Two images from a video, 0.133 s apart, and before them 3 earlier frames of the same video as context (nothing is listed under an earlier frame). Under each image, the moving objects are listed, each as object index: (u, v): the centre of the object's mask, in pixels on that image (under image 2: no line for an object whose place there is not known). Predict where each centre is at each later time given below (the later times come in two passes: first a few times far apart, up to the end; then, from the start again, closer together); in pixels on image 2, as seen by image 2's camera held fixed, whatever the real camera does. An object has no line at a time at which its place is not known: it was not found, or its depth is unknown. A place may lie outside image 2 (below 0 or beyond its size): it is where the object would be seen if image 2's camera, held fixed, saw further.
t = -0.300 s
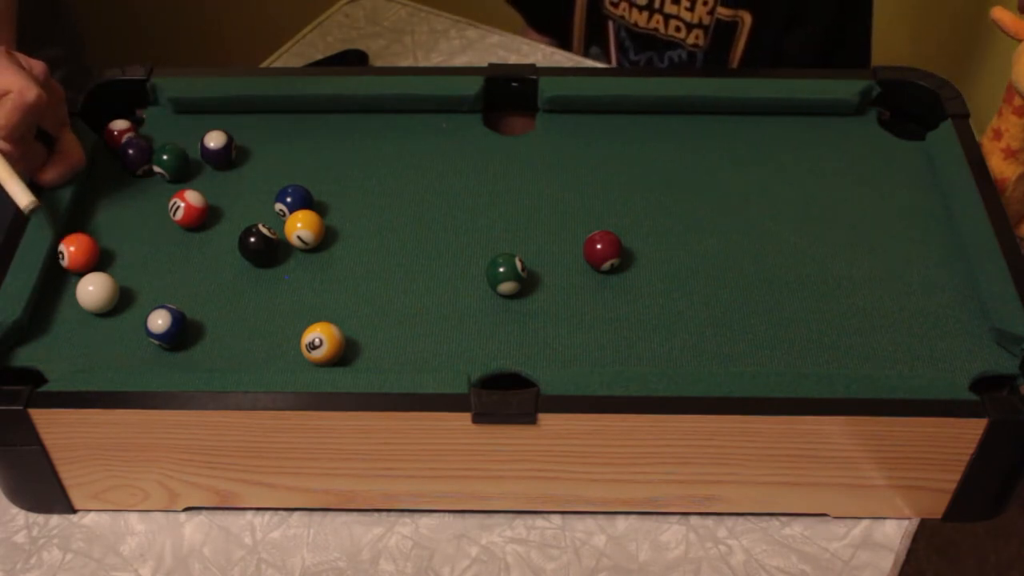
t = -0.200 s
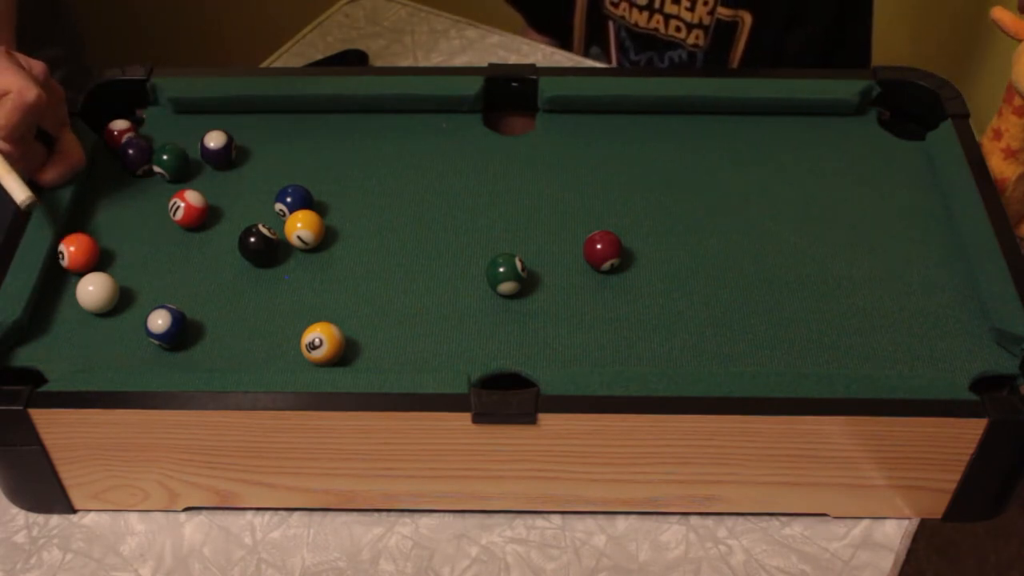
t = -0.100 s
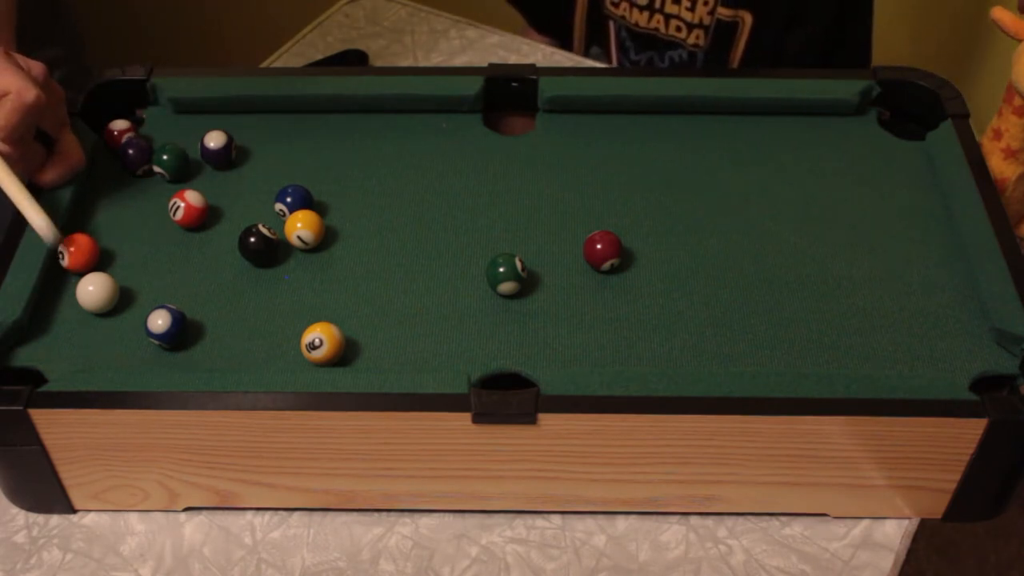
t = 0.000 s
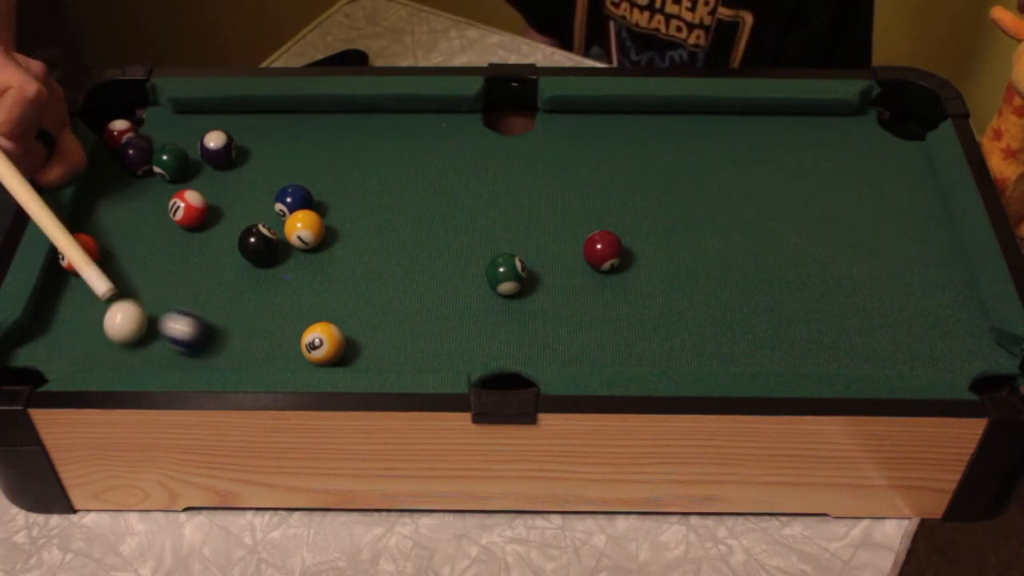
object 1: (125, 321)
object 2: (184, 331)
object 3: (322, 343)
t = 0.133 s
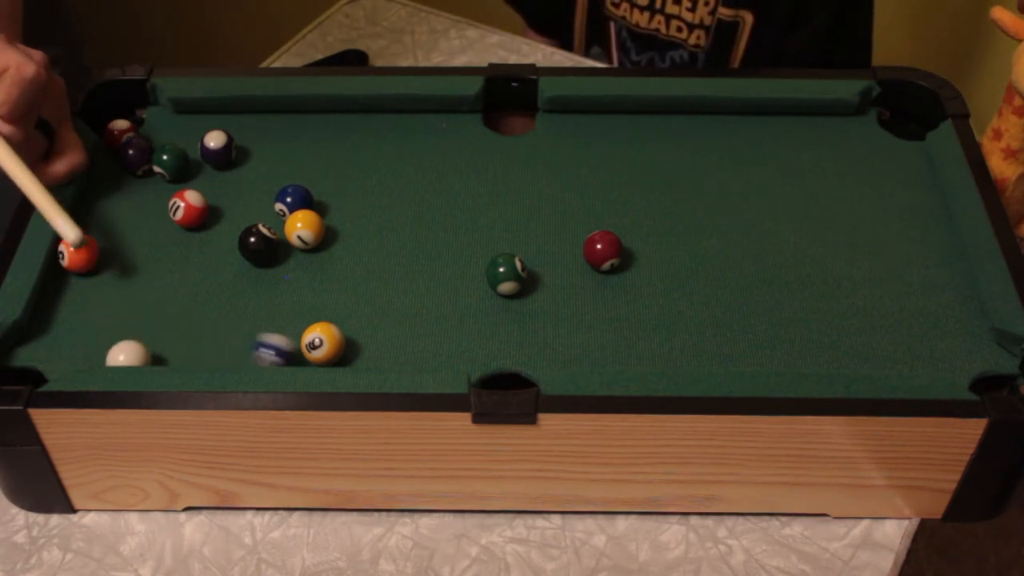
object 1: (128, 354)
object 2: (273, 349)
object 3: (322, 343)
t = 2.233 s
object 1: (153, 333)
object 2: (349, 327)
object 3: (442, 298)
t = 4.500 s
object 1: (153, 333)
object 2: (349, 326)
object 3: (442, 298)
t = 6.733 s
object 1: (153, 333)
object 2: (349, 326)
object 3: (442, 298)
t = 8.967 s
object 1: (153, 333)
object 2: (349, 326)
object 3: (442, 298)
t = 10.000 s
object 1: (153, 333)
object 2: (349, 326)
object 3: (442, 298)
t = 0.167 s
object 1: (131, 353)
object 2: (285, 355)
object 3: (330, 341)
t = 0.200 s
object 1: (134, 351)
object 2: (291, 354)
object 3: (341, 338)
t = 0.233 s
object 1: (137, 350)
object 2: (297, 354)
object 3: (350, 335)
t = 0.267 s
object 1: (139, 348)
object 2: (301, 352)
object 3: (359, 333)
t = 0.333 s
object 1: (143, 344)
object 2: (311, 349)
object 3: (376, 328)
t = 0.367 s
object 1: (145, 342)
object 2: (315, 347)
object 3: (384, 326)
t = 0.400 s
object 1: (147, 341)
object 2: (319, 345)
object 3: (391, 324)
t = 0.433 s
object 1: (148, 340)
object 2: (323, 342)
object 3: (398, 322)
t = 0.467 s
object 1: (149, 339)
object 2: (328, 342)
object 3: (404, 321)
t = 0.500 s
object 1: (149, 338)
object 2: (331, 340)
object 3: (409, 319)
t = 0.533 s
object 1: (150, 337)
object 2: (334, 338)
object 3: (413, 317)
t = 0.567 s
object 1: (151, 336)
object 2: (336, 336)
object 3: (417, 315)
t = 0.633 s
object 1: (152, 334)
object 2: (341, 332)
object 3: (425, 310)
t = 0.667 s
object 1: (153, 333)
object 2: (343, 331)
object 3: (428, 308)
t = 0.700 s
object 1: (153, 333)
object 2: (345, 330)
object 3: (430, 307)
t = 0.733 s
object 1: (153, 333)
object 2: (346, 329)
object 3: (432, 305)
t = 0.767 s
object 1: (153, 333)
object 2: (347, 328)
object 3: (434, 304)
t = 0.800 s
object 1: (153, 333)
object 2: (347, 327)
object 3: (436, 303)
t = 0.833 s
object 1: (153, 333)
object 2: (347, 326)
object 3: (438, 302)
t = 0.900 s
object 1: (153, 333)
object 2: (349, 326)
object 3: (440, 301)
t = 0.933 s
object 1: (153, 333)
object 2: (349, 326)
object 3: (441, 300)
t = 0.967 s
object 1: (153, 333)
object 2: (349, 326)
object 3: (441, 299)
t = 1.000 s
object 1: (153, 333)
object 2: (349, 326)
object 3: (442, 299)
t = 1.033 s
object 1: (153, 333)
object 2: (349, 326)
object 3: (442, 298)
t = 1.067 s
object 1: (153, 333)
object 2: (349, 326)
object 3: (442, 298)
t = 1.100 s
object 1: (153, 333)
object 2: (349, 326)
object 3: (442, 298)
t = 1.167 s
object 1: (153, 333)
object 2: (349, 326)
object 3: (442, 298)
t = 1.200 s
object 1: (153, 333)
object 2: (348, 326)
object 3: (442, 298)
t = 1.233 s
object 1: (153, 333)
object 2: (349, 326)
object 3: (442, 298)
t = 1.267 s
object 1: (153, 333)
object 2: (349, 326)
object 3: (442, 298)
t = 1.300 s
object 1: (153, 333)
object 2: (349, 326)
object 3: (442, 298)
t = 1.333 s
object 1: (153, 333)
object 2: (348, 326)
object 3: (442, 298)
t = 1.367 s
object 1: (153, 333)
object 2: (348, 326)
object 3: (442, 298)
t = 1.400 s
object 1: (153, 333)
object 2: (348, 326)
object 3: (442, 298)
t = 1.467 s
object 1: (153, 333)
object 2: (348, 326)
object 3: (442, 298)
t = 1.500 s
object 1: (153, 333)
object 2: (349, 327)
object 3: (442, 298)
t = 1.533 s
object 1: (153, 333)
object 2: (349, 326)
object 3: (442, 298)
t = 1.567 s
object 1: (153, 333)
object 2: (348, 326)
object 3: (442, 298)
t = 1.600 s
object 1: (153, 333)
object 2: (349, 327)
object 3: (442, 298)
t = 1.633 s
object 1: (153, 333)
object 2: (349, 327)
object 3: (442, 298)
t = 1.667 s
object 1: (153, 333)
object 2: (348, 326)
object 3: (442, 298)
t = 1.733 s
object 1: (153, 333)
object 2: (349, 327)
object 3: (442, 298)
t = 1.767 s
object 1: (153, 333)
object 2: (349, 327)
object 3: (442, 298)
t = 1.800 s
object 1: (153, 333)
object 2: (349, 327)
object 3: (442, 298)
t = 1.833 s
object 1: (153, 333)
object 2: (348, 326)
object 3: (442, 298)
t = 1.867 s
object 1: (153, 333)
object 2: (349, 327)
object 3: (442, 298)
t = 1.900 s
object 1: (153, 333)
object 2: (348, 326)
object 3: (442, 298)
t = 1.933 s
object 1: (153, 333)
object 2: (348, 326)
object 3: (442, 298)
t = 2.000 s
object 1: (153, 333)
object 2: (349, 327)
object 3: (442, 298)
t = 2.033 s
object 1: (153, 333)
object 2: (349, 327)
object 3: (442, 298)
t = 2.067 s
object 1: (153, 333)
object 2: (348, 326)
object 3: (442, 298)
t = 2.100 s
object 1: (153, 333)
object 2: (349, 327)
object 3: (442, 298)
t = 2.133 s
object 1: (153, 333)
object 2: (348, 326)
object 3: (442, 298)
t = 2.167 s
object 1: (153, 333)
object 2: (349, 327)
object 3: (442, 298)
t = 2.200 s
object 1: (153, 333)
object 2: (348, 326)
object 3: (442, 298)
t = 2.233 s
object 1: (153, 333)
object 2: (349, 327)
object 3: (442, 298)
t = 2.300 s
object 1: (153, 333)
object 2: (349, 327)
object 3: (442, 298)
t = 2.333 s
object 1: (153, 333)
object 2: (349, 327)
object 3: (442, 298)
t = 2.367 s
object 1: (153, 333)
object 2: (348, 326)
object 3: (442, 298)
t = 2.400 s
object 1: (153, 333)
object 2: (349, 327)
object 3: (442, 298)
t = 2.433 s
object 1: (153, 333)
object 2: (348, 326)
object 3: (442, 298)
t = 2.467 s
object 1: (153, 333)
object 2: (349, 327)
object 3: (442, 298)
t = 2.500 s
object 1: (153, 333)
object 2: (349, 327)
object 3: (442, 298)
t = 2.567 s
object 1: (153, 333)
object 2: (349, 327)
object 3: (442, 298)
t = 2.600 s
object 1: (153, 333)
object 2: (348, 326)
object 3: (442, 298)
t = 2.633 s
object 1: (153, 333)
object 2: (349, 327)
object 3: (442, 298)
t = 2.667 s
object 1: (153, 333)
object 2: (348, 326)
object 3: (442, 298)
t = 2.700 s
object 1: (153, 333)
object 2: (349, 327)
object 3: (442, 298)
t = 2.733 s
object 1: (153, 333)
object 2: (348, 326)
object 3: (442, 298)
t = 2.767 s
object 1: (153, 333)
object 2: (349, 327)
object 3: (442, 298)
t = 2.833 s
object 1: (153, 333)
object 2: (348, 326)
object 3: (442, 298)
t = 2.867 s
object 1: (153, 333)
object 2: (349, 327)
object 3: (442, 298)
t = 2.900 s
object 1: (153, 333)
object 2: (348, 326)
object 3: (442, 298)
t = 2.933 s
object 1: (153, 333)
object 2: (349, 327)
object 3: (442, 298)
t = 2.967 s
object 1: (153, 333)
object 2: (349, 327)
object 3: (442, 298)
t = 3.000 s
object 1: (153, 333)
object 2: (348, 326)
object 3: (442, 298)
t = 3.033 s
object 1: (153, 333)
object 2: (349, 326)
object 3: (442, 298)
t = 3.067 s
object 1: (153, 333)
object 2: (349, 327)
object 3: (442, 298)
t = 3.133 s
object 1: (153, 333)
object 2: (348, 326)
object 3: (442, 298)
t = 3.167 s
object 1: (153, 333)
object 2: (349, 327)
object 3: (442, 298)
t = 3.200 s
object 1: (153, 333)
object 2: (349, 327)
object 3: (442, 298)
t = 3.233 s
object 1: (153, 333)
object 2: (348, 326)
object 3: (442, 298)
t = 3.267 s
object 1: (153, 333)
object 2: (348, 326)
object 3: (442, 298)
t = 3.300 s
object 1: (153, 333)
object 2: (349, 327)
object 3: (442, 298)
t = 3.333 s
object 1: (153, 333)
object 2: (349, 327)
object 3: (442, 298)
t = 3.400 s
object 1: (153, 333)
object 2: (349, 327)
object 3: (442, 298)
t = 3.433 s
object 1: (153, 333)
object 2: (349, 327)
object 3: (442, 298)
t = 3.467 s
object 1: (153, 333)
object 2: (348, 326)
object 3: (442, 298)
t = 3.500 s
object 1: (153, 333)
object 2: (348, 326)
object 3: (442, 298)
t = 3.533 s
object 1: (153, 333)
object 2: (349, 327)
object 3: (442, 298)
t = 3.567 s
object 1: (153, 333)
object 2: (348, 326)
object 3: (442, 298)
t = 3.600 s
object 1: (153, 333)
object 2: (348, 326)
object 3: (442, 298)
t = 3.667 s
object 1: (153, 333)
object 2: (349, 326)
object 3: (442, 298)
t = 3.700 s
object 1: (153, 333)
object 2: (348, 326)
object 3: (442, 298)
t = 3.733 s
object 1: (153, 333)
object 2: (348, 326)
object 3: (442, 298)
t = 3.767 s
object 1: (153, 333)
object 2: (349, 326)
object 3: (442, 298)
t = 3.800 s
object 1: (153, 333)
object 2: (349, 327)
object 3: (442, 298)
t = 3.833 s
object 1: (153, 333)
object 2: (348, 326)
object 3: (442, 298)
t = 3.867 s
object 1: (153, 333)
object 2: (349, 327)
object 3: (442, 298)
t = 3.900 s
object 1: (153, 333)
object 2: (349, 327)
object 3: (442, 298)
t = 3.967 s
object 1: (153, 333)
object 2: (349, 327)
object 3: (442, 298)
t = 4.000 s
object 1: (153, 333)
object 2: (348, 326)
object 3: (442, 298)
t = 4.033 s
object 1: (153, 333)
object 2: (349, 326)
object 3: (442, 298)
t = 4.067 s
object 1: (153, 333)
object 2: (348, 326)
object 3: (442, 298)
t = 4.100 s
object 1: (153, 333)
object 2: (349, 326)
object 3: (442, 298)
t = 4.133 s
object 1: (153, 333)
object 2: (349, 326)
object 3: (442, 298)
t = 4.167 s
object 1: (153, 333)
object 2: (348, 326)
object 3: (442, 298)
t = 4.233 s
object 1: (153, 333)
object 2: (348, 326)
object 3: (442, 298)
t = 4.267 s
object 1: (153, 333)
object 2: (349, 326)
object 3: (442, 298)
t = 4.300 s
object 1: (153, 333)
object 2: (348, 326)
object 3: (442, 298)
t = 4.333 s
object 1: (153, 333)
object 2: (349, 327)
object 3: (442, 298)
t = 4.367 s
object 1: (153, 333)
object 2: (349, 327)
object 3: (442, 298)
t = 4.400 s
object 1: (153, 333)
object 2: (348, 326)
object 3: (442, 298)
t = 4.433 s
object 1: (153, 333)
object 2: (349, 326)
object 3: (442, 298)
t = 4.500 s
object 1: (153, 333)
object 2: (349, 326)
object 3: (442, 298)
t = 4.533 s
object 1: (153, 333)
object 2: (348, 326)
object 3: (442, 298)
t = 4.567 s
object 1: (153, 333)
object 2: (348, 326)
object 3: (442, 298)
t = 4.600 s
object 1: (153, 333)
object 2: (349, 326)
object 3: (442, 298)
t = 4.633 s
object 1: (153, 333)
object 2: (348, 326)
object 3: (442, 298)
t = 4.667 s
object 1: (153, 333)
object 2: (349, 326)
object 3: (442, 298)
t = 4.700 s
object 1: (153, 333)
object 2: (348, 326)
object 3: (442, 298)
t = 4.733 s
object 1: (153, 333)
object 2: (349, 326)
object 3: (442, 298)
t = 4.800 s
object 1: (153, 333)
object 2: (348, 326)
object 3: (442, 298)
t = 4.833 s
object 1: (153, 333)
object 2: (348, 326)
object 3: (442, 298)
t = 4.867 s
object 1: (153, 333)
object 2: (348, 326)
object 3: (442, 298)
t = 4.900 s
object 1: (153, 333)
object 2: (349, 326)
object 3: (442, 298)
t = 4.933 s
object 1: (153, 333)
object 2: (348, 326)
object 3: (442, 298)
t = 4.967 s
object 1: (153, 333)
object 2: (349, 326)
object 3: (442, 298)
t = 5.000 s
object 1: (153, 333)
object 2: (349, 326)
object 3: (442, 298)
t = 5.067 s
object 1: (153, 333)
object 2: (348, 326)
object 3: (442, 298)
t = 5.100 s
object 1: (153, 333)
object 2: (348, 326)
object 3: (442, 298)
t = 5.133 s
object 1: (153, 333)
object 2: (349, 326)
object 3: (442, 298)
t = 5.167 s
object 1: (153, 333)
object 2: (348, 326)
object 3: (442, 298)
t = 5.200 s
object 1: (153, 333)
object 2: (349, 326)
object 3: (442, 298)
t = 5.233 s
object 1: (153, 333)
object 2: (349, 326)
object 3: (442, 298)
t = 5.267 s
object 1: (153, 333)
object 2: (348, 326)
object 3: (442, 298)
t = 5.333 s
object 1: (153, 333)
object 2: (348, 326)
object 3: (442, 298)
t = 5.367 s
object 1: (153, 333)
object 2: (349, 326)
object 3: (442, 298)
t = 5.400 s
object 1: (153, 333)
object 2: (348, 326)
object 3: (442, 298)
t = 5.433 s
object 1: (153, 333)
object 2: (349, 327)
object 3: (442, 298)
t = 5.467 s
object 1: (153, 333)
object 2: (349, 326)
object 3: (442, 298)
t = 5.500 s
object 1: (153, 333)
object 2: (348, 326)
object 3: (442, 298)
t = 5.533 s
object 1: (153, 333)
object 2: (349, 326)
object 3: (442, 298)
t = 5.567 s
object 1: (153, 333)
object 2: (348, 326)
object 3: (442, 298)
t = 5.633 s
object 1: (153, 333)
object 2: (348, 326)
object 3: (442, 298)
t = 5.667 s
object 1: (153, 333)
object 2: (349, 327)
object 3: (442, 298)
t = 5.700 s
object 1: (153, 333)
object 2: (349, 326)
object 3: (442, 298)
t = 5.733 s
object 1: (153, 333)
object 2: (348, 326)
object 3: (442, 298)
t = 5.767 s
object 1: (153, 333)
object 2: (349, 326)
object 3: (442, 298)
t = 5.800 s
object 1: (153, 333)
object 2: (348, 326)
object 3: (442, 298)
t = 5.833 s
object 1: (153, 333)
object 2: (349, 326)
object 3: (442, 298)
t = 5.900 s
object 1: (153, 333)
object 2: (349, 326)
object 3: (442, 298)
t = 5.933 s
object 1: (153, 333)
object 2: (349, 326)
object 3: (442, 298)
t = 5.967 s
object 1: (153, 333)
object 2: (348, 326)
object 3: (442, 298)
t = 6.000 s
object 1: (153, 333)
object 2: (348, 326)
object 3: (442, 298)
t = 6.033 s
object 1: (153, 333)
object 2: (349, 327)
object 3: (442, 298)
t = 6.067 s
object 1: (153, 333)
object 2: (349, 326)
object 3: (442, 298)
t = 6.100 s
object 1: (153, 333)
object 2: (348, 326)
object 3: (442, 298)
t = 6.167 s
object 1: (153, 333)
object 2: (349, 326)
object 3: (442, 298)
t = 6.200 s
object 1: (153, 333)
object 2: (348, 326)
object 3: (442, 298)
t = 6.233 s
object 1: (153, 333)
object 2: (348, 326)
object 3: (442, 298)
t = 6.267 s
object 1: (153, 333)
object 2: (349, 326)
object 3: (442, 298)
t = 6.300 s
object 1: (153, 333)
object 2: (348, 326)
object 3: (442, 298)
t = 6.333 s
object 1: (153, 333)
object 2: (349, 326)
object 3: (442, 298)
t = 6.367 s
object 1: (153, 333)
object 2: (349, 327)
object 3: (442, 298)
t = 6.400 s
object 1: (153, 333)
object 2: (349, 326)
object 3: (442, 298)
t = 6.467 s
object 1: (153, 333)
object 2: (348, 326)
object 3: (442, 298)
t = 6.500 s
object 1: (153, 333)
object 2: (348, 326)
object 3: (442, 298)
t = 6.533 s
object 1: (153, 333)
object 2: (348, 326)
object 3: (442, 298)
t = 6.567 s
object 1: (153, 333)
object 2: (348, 326)
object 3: (442, 298)
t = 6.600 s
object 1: (153, 333)
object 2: (348, 326)
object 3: (442, 298)
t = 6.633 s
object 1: (153, 333)
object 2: (349, 326)
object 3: (442, 298)
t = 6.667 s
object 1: (153, 333)
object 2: (349, 326)
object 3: (442, 298)
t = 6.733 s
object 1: (153, 333)
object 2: (349, 326)
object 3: (442, 298)
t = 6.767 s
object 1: (153, 333)
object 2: (348, 326)
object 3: (442, 298)
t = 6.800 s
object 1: (153, 333)
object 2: (348, 326)
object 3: (442, 298)
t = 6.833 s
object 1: (153, 333)
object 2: (349, 326)
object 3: (442, 298)
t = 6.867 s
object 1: (153, 333)
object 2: (349, 326)
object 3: (442, 298)
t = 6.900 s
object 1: (153, 333)
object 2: (349, 326)
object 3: (442, 298)
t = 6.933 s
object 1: (153, 333)
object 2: (348, 326)
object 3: (442, 298)
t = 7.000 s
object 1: (153, 333)
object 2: (349, 326)
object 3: (442, 298)
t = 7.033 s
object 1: (153, 333)
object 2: (348, 326)
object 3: (442, 298)
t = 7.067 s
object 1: (153, 333)
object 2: (349, 326)
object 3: (442, 298)
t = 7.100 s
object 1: (153, 333)
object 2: (349, 326)
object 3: (442, 298)
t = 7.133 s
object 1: (153, 333)
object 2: (349, 326)
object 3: (442, 298)
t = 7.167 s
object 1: (153, 333)
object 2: (349, 326)
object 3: (442, 298)
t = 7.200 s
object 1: (153, 333)
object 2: (349, 326)
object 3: (442, 298)
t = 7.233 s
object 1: (153, 333)
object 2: (349, 326)
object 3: (442, 298)
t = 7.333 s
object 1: (153, 333)
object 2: (349, 326)
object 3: (442, 298)
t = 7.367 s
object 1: (153, 333)
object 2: (348, 326)
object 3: (442, 298)
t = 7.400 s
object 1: (153, 333)
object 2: (349, 326)
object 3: (442, 298)
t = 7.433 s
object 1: (153, 333)
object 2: (348, 326)
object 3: (442, 298)
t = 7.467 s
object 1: (153, 333)
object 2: (349, 326)
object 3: (442, 298)
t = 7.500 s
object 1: (153, 333)
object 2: (348, 326)
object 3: (442, 298)
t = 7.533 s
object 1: (153, 333)
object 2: (349, 326)
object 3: (442, 298)
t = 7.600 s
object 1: (153, 333)
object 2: (348, 326)
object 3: (442, 298)
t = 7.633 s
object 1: (153, 333)
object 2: (349, 326)
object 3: (442, 298)
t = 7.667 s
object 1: (153, 333)
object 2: (348, 326)
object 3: (442, 298)
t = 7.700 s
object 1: (153, 333)
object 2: (349, 326)
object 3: (442, 298)
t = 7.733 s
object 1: (153, 333)
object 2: (348, 326)
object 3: (442, 298)
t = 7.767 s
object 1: (153, 333)
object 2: (349, 326)
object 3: (442, 298)
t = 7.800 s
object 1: (153, 333)
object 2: (349, 326)
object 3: (442, 298)
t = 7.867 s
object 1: (153, 333)
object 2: (348, 326)
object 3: (442, 298)
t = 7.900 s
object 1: (153, 333)
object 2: (348, 326)
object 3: (442, 298)
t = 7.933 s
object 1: (153, 333)
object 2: (348, 326)
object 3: (442, 298)
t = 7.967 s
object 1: (153, 333)
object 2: (348, 326)
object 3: (442, 298)
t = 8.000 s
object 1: (153, 333)
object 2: (348, 326)
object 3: (442, 298)
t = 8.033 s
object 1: (153, 333)
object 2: (348, 326)
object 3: (442, 298)
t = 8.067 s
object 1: (153, 333)
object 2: (348, 326)
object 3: (442, 298)
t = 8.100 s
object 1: (153, 333)
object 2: (348, 326)
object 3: (442, 298)
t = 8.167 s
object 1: (153, 333)
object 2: (348, 326)
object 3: (442, 298)
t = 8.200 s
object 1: (153, 333)
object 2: (348, 326)
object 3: (442, 298)
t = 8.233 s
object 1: (153, 333)
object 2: (348, 326)
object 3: (442, 298)
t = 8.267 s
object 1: (153, 333)
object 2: (348, 326)
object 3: (442, 298)
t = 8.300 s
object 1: (153, 333)
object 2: (348, 326)
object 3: (442, 298)
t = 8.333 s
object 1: (153, 333)
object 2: (348, 326)
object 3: (442, 298)
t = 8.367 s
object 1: (153, 333)
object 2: (348, 326)
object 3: (442, 298)
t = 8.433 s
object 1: (153, 333)
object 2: (348, 326)
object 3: (442, 298)
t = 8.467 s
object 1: (153, 333)
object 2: (348, 326)
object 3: (442, 298)
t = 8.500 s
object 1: (153, 333)
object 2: (348, 326)
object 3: (442, 298)
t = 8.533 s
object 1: (153, 333)
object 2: (348, 326)
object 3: (442, 298)
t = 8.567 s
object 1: (153, 333)
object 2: (348, 326)
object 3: (442, 298)
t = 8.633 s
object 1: (153, 333)
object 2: (348, 326)
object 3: (442, 298)
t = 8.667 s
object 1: (153, 333)
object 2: (348, 326)
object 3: (442, 298)
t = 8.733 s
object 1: (153, 333)
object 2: (348, 326)
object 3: (442, 298)
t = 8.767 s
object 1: (153, 333)
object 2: (348, 326)
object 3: (442, 298)
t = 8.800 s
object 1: (153, 333)
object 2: (348, 326)
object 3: (442, 298)
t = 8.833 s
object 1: (153, 333)
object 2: (348, 326)
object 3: (442, 298)
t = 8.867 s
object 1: (153, 333)
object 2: (348, 326)
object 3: (442, 298)
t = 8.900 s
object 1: (153, 333)
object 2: (349, 326)
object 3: (442, 298)
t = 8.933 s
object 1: (153, 333)
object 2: (348, 326)
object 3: (442, 298)
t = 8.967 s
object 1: (153, 333)
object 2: (349, 326)
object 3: (442, 298)
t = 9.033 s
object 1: (153, 333)
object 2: (348, 326)
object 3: (442, 298)
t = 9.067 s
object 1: (153, 333)
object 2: (348, 326)
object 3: (442, 298)
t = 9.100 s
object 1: (153, 333)
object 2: (348, 326)
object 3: (442, 298)
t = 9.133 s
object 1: (153, 333)
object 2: (348, 326)
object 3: (442, 298)
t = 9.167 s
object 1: (153, 333)
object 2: (348, 326)
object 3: (442, 298)
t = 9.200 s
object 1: (153, 333)
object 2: (349, 326)
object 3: (442, 298)
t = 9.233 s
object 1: (153, 333)
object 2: (348, 326)
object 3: (442, 298)
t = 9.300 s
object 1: (153, 333)
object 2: (348, 326)
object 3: (442, 298)
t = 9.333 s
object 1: (153, 333)
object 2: (349, 326)
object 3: (442, 298)
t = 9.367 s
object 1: (153, 333)
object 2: (348, 326)
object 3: (442, 298)
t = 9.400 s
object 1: (153, 333)
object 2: (349, 326)
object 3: (442, 298)
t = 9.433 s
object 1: (153, 333)
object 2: (349, 326)
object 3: (442, 298)
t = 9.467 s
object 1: (153, 333)
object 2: (349, 326)
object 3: (442, 298)
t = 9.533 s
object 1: (153, 333)
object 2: (348, 326)
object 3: (442, 298)
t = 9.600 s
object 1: (153, 333)
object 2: (349, 326)
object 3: (442, 298)
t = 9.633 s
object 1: (153, 333)
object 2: (349, 326)
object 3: (442, 298)
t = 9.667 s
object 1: (153, 333)
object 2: (348, 326)
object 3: (442, 298)
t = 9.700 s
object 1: (153, 333)
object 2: (348, 326)
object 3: (442, 298)
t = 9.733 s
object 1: (153, 333)
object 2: (349, 326)
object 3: (442, 298)
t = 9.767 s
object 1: (153, 333)
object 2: (349, 326)
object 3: (442, 298)
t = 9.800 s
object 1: (153, 333)
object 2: (348, 326)
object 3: (442, 298)
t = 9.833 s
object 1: (153, 333)
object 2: (349, 326)
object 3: (442, 298)
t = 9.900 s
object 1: (153, 333)
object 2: (349, 326)
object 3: (442, 298)
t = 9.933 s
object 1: (153, 333)
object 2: (348, 326)
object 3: (442, 298)
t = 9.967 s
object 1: (153, 333)
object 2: (349, 326)
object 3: (442, 298)
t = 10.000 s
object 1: (153, 333)
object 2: (349, 326)
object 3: (442, 298)
